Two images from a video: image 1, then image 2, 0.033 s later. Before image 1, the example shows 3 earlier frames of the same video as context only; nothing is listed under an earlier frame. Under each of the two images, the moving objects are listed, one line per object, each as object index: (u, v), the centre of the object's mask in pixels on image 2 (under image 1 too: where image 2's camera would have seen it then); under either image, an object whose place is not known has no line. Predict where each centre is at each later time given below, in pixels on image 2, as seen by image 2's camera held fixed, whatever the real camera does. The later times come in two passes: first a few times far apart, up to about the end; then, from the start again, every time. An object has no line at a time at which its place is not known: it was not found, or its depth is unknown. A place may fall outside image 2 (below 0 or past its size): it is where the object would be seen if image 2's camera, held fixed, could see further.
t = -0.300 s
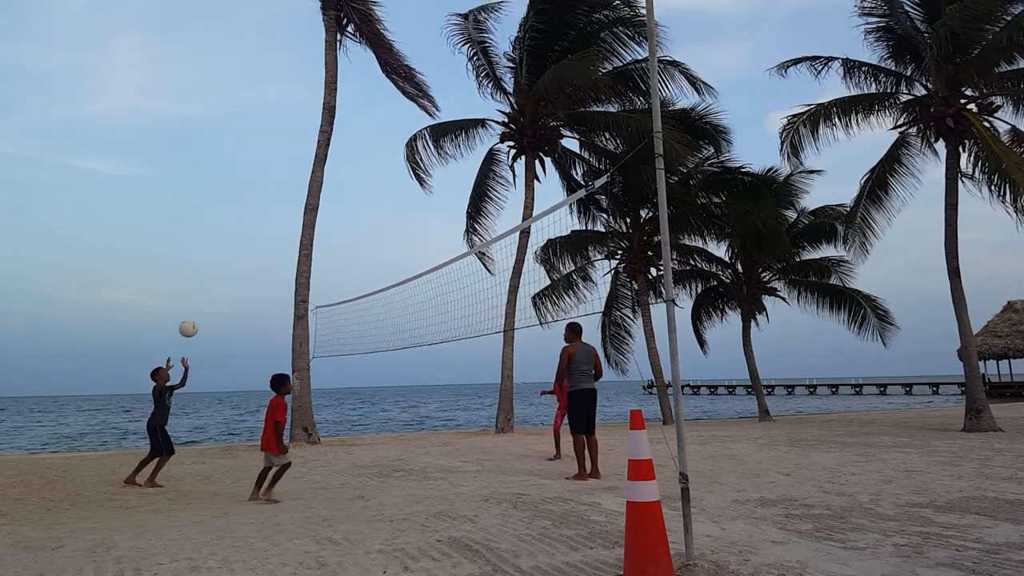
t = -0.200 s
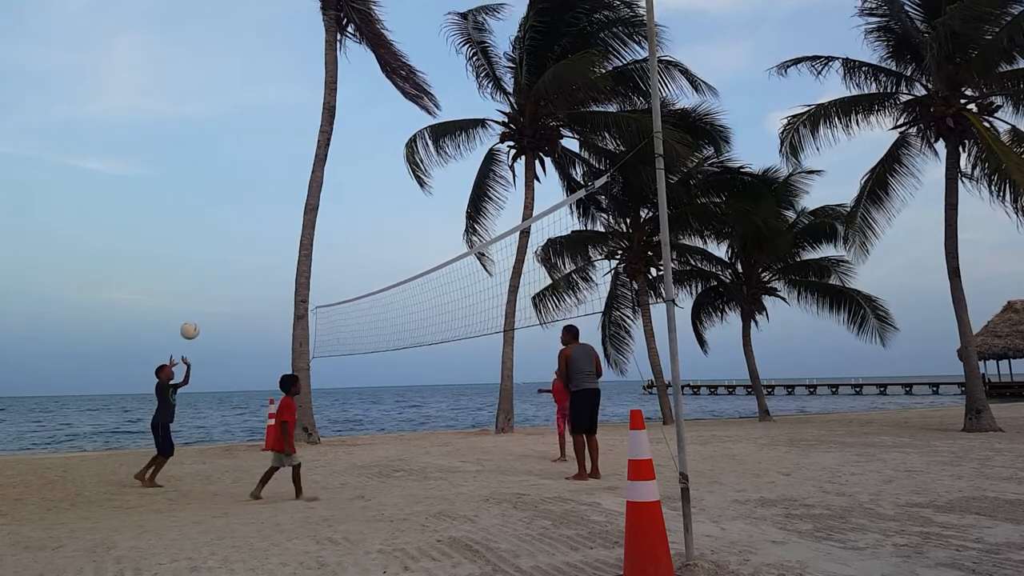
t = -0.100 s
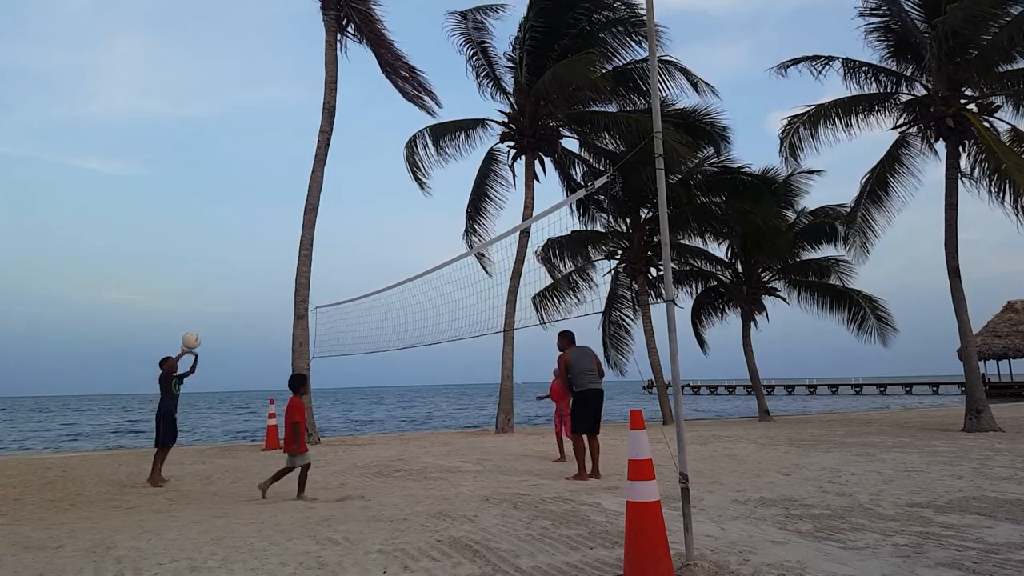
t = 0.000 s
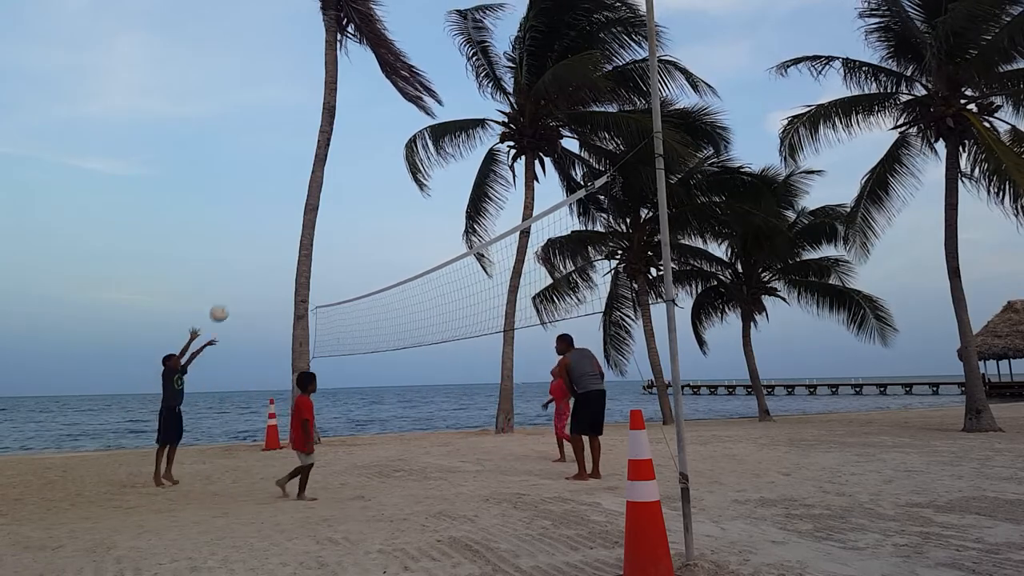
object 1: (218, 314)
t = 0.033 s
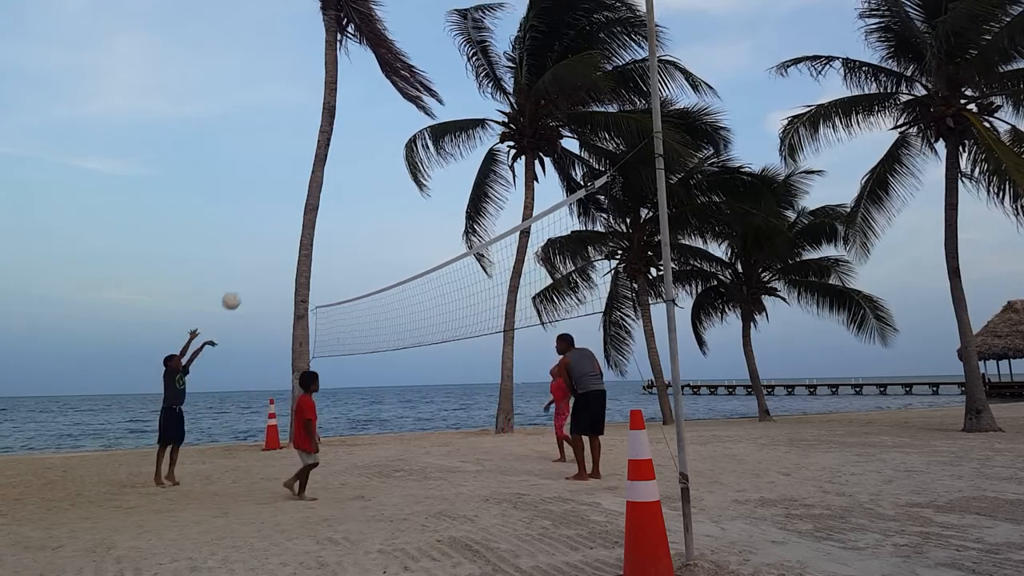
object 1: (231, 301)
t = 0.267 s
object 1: (312, 244)
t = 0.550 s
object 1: (403, 233)
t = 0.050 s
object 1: (237, 296)
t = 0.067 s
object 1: (243, 290)
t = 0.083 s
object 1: (249, 285)
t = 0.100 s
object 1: (255, 280)
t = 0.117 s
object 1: (260, 275)
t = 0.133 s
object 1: (266, 270)
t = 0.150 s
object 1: (272, 266)
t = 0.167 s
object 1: (278, 262)
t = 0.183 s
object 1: (284, 258)
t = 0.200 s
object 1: (289, 255)
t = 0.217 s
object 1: (296, 252)
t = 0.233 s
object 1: (301, 248)
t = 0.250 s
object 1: (306, 246)
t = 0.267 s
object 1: (312, 244)
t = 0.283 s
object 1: (317, 241)
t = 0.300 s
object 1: (323, 239)
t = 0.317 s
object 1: (329, 237)
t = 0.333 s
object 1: (334, 235)
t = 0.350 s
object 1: (340, 234)
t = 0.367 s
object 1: (345, 233)
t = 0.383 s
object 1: (350, 232)
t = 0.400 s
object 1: (356, 231)
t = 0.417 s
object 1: (361, 230)
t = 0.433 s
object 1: (366, 230)
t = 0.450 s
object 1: (372, 230)
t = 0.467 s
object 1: (377, 230)
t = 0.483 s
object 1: (382, 230)
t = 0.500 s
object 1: (387, 230)
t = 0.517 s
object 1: (392, 231)
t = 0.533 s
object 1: (398, 232)
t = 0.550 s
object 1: (403, 233)
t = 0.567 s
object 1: (408, 234)
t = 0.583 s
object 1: (413, 235)
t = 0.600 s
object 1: (418, 237)
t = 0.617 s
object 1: (423, 239)
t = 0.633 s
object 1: (428, 241)
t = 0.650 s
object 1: (434, 243)
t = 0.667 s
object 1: (438, 245)
